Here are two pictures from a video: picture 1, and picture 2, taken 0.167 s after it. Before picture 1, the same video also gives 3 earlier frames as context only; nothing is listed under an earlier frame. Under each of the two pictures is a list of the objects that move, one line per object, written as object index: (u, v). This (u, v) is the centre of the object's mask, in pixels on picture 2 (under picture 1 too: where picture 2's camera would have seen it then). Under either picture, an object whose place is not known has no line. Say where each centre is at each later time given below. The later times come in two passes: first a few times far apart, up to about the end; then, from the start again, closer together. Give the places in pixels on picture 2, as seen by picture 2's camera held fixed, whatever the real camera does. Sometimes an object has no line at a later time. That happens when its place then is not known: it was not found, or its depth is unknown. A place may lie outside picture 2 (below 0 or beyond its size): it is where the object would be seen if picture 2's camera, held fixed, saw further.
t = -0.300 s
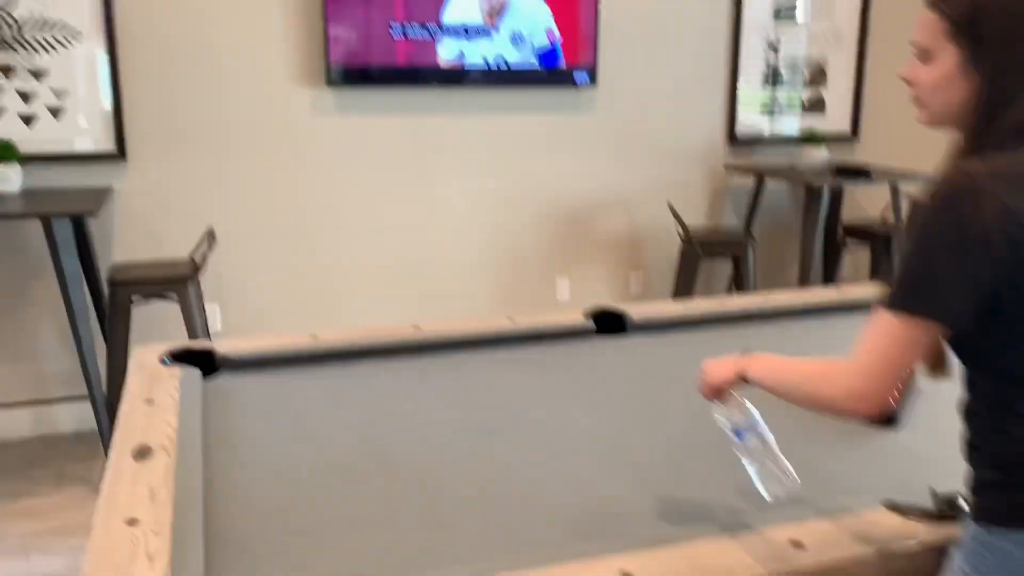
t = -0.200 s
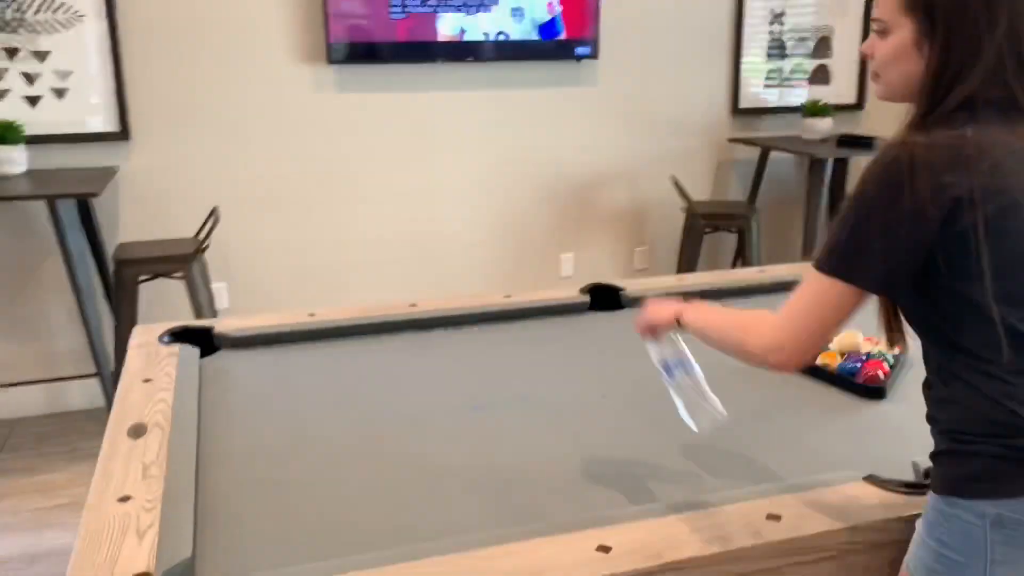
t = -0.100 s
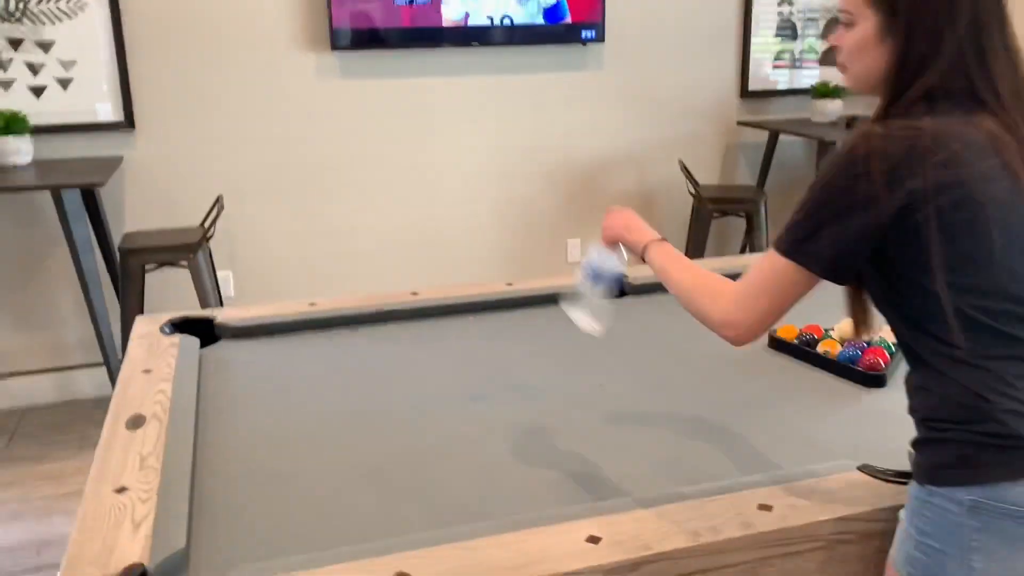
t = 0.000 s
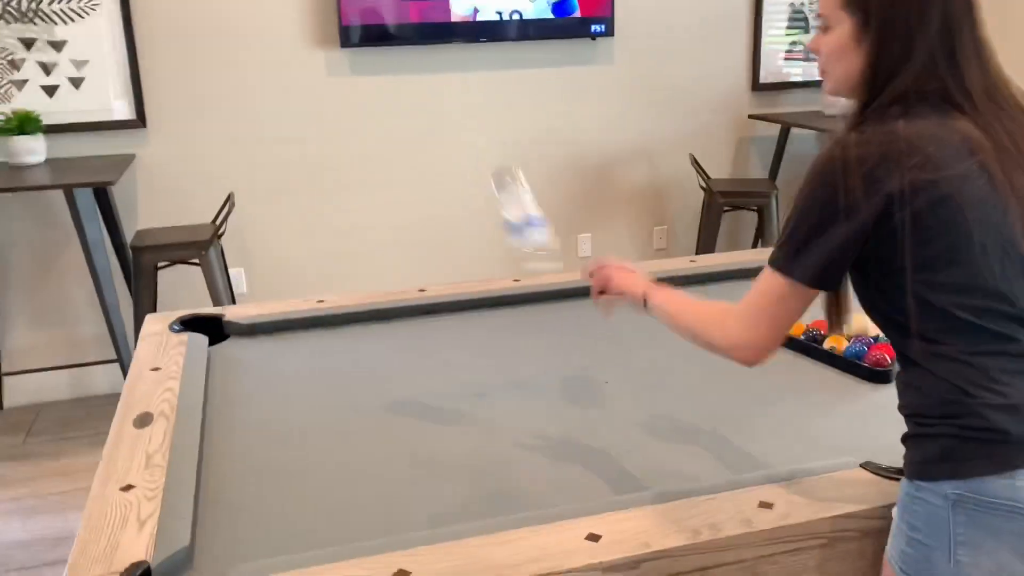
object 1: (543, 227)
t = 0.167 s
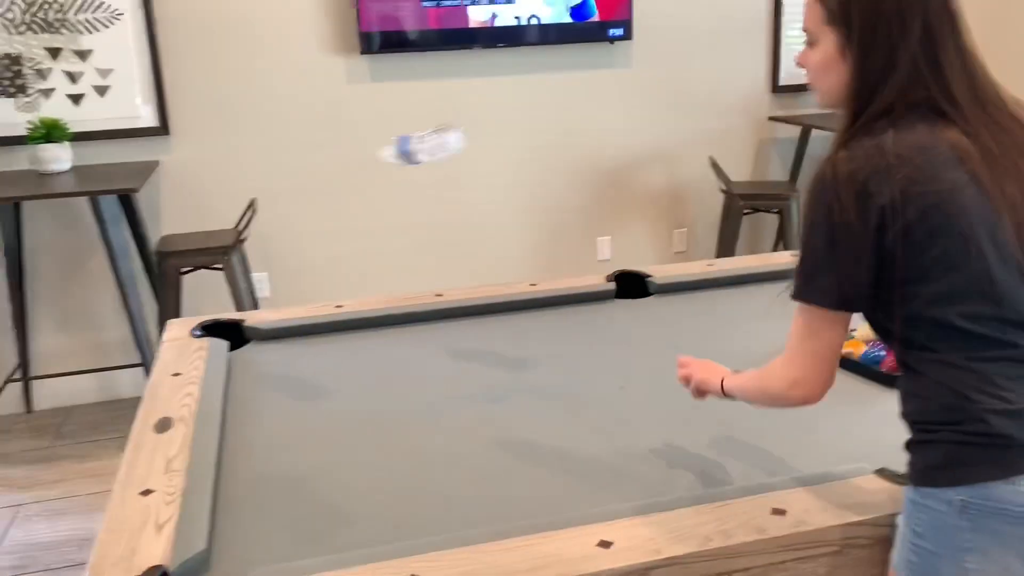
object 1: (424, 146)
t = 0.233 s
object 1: (391, 161)
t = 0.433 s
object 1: (316, 307)
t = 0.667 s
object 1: (274, 345)
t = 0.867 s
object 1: (257, 348)
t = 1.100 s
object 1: (254, 349)
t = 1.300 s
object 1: (260, 348)
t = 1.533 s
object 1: (262, 347)
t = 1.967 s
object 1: (257, 349)
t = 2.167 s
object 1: (257, 349)
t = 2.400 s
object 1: (257, 349)
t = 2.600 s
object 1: (257, 348)
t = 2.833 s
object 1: (256, 348)
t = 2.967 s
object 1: (257, 349)
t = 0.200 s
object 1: (408, 152)
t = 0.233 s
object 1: (391, 161)
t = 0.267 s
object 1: (376, 177)
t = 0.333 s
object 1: (347, 218)
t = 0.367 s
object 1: (335, 245)
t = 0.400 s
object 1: (324, 273)
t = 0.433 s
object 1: (316, 307)
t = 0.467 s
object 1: (305, 328)
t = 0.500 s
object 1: (297, 327)
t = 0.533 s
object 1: (290, 329)
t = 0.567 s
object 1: (284, 334)
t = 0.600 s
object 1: (281, 342)
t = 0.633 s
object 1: (277, 344)
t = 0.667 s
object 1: (274, 345)
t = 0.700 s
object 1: (271, 345)
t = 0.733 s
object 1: (267, 346)
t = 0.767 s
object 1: (264, 346)
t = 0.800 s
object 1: (261, 347)
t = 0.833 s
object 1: (259, 348)
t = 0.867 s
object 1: (257, 348)
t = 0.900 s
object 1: (255, 349)
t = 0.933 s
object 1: (254, 349)
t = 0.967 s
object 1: (254, 349)
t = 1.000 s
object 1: (253, 349)
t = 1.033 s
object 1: (253, 349)
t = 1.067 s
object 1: (253, 350)
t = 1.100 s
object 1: (254, 349)
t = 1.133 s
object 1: (255, 349)
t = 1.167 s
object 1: (256, 348)
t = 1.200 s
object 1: (258, 348)
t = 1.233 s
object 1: (259, 348)
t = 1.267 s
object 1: (260, 348)
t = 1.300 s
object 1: (260, 348)
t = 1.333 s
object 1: (260, 347)
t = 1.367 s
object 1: (261, 347)
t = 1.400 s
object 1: (262, 347)
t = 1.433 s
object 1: (262, 347)
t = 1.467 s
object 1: (262, 347)
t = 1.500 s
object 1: (262, 347)
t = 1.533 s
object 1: (262, 347)
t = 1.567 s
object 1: (261, 347)
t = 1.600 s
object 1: (261, 347)
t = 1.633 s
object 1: (261, 347)
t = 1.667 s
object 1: (261, 347)
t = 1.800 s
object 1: (259, 348)
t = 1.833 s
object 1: (259, 348)
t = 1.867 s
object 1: (258, 348)
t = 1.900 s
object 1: (258, 348)
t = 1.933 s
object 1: (257, 348)
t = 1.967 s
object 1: (257, 349)
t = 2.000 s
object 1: (257, 348)
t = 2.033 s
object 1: (257, 348)
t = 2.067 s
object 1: (257, 349)
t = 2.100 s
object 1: (257, 349)
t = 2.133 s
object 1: (257, 349)
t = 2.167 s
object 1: (257, 349)
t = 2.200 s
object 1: (257, 349)
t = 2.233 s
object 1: (257, 349)
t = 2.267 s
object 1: (257, 349)
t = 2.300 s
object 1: (257, 349)
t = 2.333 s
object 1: (257, 349)
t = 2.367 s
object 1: (257, 349)
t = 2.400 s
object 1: (257, 349)
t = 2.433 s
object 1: (257, 349)
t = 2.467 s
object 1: (257, 349)
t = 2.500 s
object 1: (257, 349)
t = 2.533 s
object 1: (257, 349)
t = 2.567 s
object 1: (257, 348)
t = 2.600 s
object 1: (257, 348)
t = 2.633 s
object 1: (257, 348)
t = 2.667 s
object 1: (257, 348)
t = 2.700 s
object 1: (257, 348)
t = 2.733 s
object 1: (257, 348)
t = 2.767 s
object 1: (257, 348)
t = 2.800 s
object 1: (257, 348)
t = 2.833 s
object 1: (256, 348)
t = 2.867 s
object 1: (256, 349)
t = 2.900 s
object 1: (256, 349)
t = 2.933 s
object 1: (256, 349)
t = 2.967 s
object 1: (257, 349)
